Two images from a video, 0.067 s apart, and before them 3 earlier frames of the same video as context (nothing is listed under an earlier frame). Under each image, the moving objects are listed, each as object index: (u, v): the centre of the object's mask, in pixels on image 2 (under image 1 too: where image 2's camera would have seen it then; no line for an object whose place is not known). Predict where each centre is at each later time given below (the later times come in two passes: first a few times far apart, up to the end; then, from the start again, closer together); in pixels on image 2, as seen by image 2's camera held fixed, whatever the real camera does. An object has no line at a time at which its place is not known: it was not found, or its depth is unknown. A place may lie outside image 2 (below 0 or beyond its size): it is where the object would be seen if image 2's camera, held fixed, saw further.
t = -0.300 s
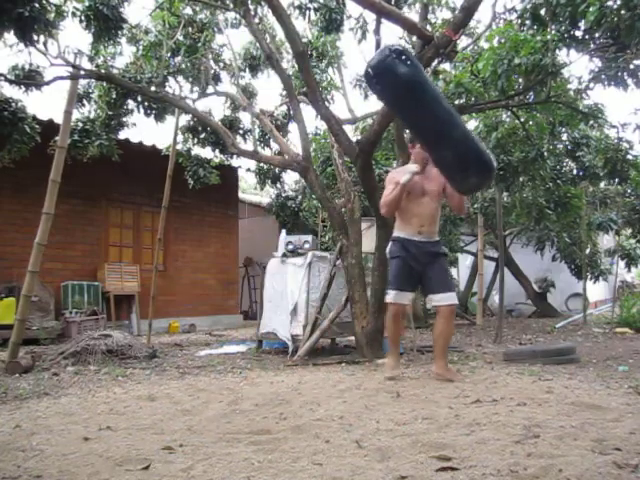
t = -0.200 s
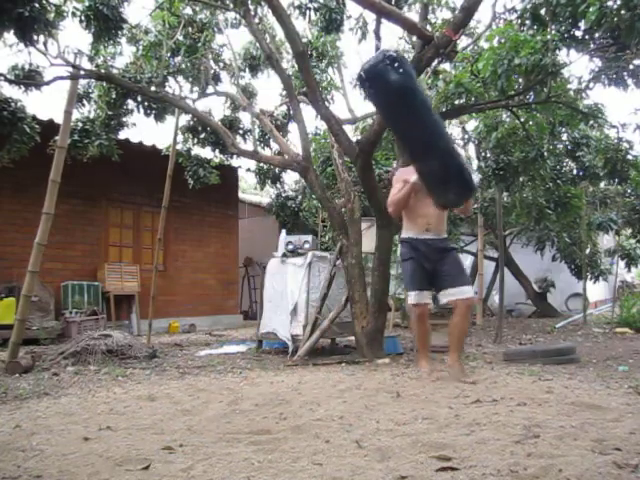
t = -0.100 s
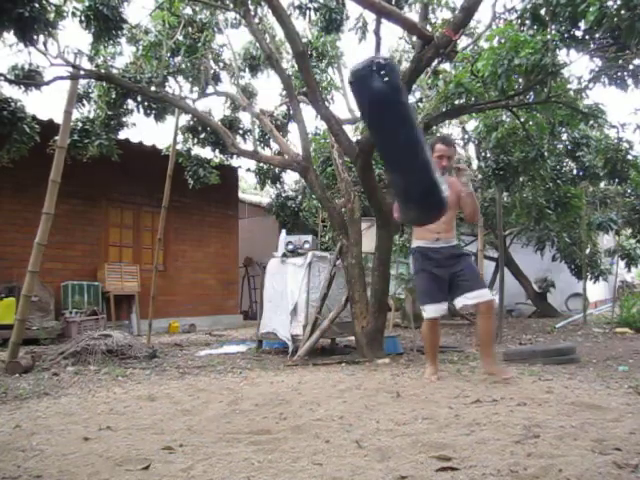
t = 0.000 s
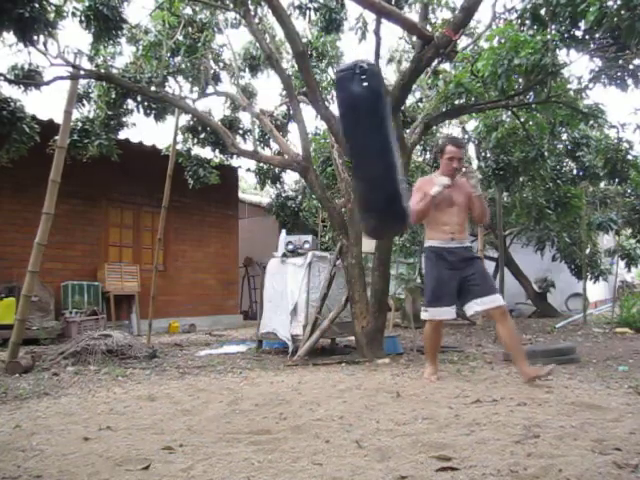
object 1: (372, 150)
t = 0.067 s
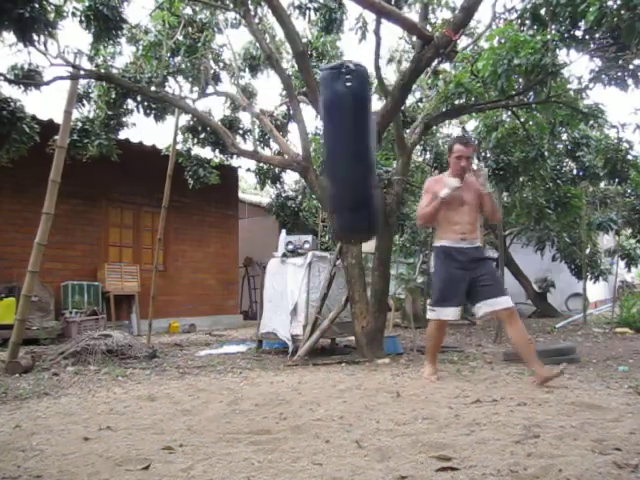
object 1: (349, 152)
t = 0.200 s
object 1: (303, 146)
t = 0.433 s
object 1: (240, 111)
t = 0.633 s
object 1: (223, 95)
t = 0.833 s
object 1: (243, 107)
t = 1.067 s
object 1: (311, 141)
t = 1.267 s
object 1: (377, 148)
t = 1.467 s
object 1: (413, 131)
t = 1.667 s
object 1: (422, 123)
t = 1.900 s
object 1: (406, 134)
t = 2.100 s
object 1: (367, 151)
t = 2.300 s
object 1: (308, 147)
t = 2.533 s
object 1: (251, 113)
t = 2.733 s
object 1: (235, 97)
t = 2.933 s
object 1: (255, 110)
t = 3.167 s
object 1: (315, 142)
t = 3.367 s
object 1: (370, 149)
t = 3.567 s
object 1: (402, 137)
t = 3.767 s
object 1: (410, 129)
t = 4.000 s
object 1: (397, 138)
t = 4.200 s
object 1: (364, 150)
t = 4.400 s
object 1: (312, 145)
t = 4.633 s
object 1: (259, 115)
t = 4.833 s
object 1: (245, 101)
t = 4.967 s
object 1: (253, 108)
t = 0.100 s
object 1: (338, 153)
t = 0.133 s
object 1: (326, 151)
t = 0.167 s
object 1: (314, 149)
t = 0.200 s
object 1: (303, 146)
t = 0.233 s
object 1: (292, 143)
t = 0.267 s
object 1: (280, 140)
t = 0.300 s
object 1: (270, 135)
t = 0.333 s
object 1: (261, 129)
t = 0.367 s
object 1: (253, 123)
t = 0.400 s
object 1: (245, 118)
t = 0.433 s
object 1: (240, 111)
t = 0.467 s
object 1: (234, 108)
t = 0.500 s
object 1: (230, 103)
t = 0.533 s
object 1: (227, 100)
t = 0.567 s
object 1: (224, 98)
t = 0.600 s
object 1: (223, 95)
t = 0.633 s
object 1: (223, 95)
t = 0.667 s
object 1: (223, 94)
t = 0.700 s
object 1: (225, 96)
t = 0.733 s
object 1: (228, 97)
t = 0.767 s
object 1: (231, 100)
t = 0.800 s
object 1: (236, 104)
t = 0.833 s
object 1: (243, 107)
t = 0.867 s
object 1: (251, 111)
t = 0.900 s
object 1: (257, 117)
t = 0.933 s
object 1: (266, 124)
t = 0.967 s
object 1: (276, 128)
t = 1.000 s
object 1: (288, 132)
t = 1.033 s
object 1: (299, 138)
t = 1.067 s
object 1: (311, 141)
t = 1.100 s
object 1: (323, 144)
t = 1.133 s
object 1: (334, 147)
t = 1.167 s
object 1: (346, 148)
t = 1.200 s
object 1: (357, 149)
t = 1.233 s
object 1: (367, 148)
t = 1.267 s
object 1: (377, 148)
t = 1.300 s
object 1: (385, 146)
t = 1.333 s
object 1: (393, 142)
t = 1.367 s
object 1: (400, 141)
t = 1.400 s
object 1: (405, 138)
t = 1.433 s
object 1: (409, 134)
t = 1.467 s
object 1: (413, 131)
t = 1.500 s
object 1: (417, 129)
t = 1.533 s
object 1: (419, 127)
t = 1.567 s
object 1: (420, 125)
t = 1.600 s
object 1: (422, 124)
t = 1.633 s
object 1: (422, 123)
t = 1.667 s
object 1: (422, 123)
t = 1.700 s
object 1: (421, 123)
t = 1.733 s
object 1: (420, 123)
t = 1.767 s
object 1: (418, 125)
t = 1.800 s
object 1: (416, 127)
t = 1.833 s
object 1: (413, 128)
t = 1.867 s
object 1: (409, 131)
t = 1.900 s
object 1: (406, 134)
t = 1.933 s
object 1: (401, 137)
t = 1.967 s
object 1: (396, 142)
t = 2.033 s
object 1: (382, 147)
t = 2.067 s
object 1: (375, 148)
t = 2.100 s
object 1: (367, 151)
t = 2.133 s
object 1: (357, 152)
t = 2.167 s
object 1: (348, 153)
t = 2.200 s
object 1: (339, 151)
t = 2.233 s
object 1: (328, 149)
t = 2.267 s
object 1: (317, 148)
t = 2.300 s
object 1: (308, 147)
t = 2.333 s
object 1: (299, 143)
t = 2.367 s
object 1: (289, 140)
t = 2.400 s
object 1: (279, 136)
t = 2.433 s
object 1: (270, 131)
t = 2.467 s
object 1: (263, 125)
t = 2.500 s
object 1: (257, 119)
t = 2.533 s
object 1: (251, 113)
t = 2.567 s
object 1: (246, 110)
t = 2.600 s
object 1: (241, 106)
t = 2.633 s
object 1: (238, 102)
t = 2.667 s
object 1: (236, 99)
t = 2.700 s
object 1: (235, 98)
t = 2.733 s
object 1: (235, 97)
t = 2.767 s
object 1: (235, 97)
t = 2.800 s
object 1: (237, 98)
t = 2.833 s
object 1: (240, 99)
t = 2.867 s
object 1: (244, 103)
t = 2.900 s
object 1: (248, 107)
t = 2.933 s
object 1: (255, 110)
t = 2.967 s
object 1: (261, 114)
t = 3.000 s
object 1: (268, 119)
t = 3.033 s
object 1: (276, 125)
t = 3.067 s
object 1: (286, 131)
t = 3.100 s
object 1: (295, 134)
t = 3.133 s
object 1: (305, 137)
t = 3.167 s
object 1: (315, 142)
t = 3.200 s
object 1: (325, 144)
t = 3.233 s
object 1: (335, 148)
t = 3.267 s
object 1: (345, 149)
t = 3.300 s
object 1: (354, 150)
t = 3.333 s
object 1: (362, 149)
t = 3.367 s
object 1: (370, 149)
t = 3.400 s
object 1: (378, 148)
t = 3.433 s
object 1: (384, 145)
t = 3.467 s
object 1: (389, 145)
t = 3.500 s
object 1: (394, 143)
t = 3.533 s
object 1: (399, 141)
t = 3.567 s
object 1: (402, 137)
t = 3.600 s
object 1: (405, 134)
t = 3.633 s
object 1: (407, 133)
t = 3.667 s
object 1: (408, 131)
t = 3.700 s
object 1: (409, 130)
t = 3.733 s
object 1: (410, 129)
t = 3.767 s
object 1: (410, 129)
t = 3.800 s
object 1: (409, 129)
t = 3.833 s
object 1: (409, 129)
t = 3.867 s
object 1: (408, 130)
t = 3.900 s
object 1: (406, 132)
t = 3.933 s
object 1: (404, 133)
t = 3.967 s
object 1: (400, 135)
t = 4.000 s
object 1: (397, 138)
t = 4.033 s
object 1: (393, 141)
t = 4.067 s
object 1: (388, 143)
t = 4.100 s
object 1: (383, 147)
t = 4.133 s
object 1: (378, 147)
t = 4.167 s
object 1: (371, 149)
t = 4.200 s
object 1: (364, 150)
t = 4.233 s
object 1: (356, 152)
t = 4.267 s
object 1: (348, 152)
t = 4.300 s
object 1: (339, 151)
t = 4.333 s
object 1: (330, 149)
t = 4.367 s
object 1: (321, 147)
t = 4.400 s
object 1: (312, 145)
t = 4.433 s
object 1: (303, 142)
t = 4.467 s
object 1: (295, 137)
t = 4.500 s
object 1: (287, 134)
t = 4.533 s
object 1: (279, 130)
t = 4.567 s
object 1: (271, 125)
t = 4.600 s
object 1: (265, 119)
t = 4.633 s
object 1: (259, 115)
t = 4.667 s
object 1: (255, 111)
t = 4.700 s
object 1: (251, 109)
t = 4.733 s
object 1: (248, 105)
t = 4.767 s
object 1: (246, 103)
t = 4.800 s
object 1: (245, 102)
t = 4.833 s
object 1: (245, 101)
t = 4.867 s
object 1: (245, 101)
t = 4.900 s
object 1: (247, 103)
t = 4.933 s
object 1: (250, 105)
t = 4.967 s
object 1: (253, 108)
